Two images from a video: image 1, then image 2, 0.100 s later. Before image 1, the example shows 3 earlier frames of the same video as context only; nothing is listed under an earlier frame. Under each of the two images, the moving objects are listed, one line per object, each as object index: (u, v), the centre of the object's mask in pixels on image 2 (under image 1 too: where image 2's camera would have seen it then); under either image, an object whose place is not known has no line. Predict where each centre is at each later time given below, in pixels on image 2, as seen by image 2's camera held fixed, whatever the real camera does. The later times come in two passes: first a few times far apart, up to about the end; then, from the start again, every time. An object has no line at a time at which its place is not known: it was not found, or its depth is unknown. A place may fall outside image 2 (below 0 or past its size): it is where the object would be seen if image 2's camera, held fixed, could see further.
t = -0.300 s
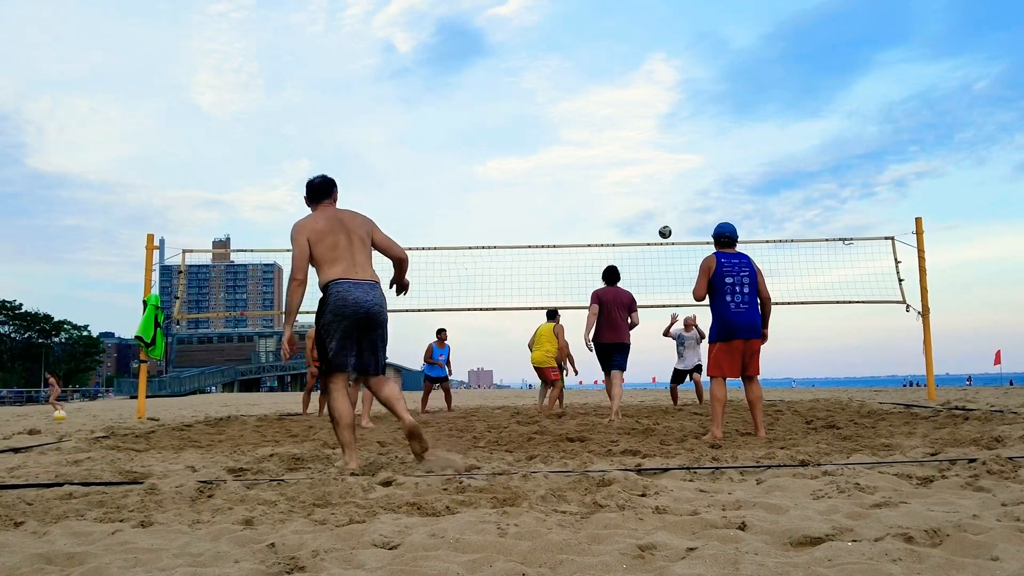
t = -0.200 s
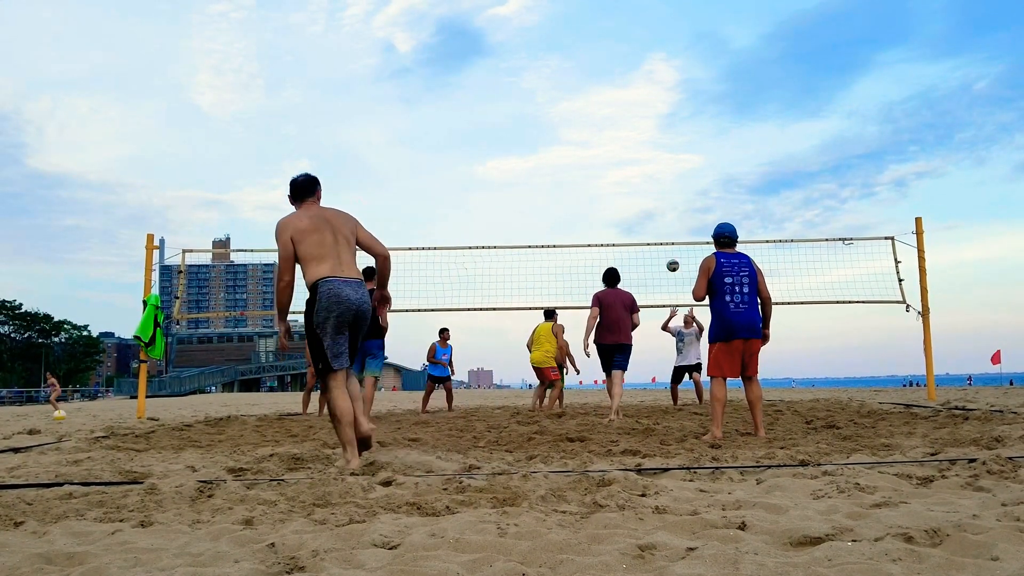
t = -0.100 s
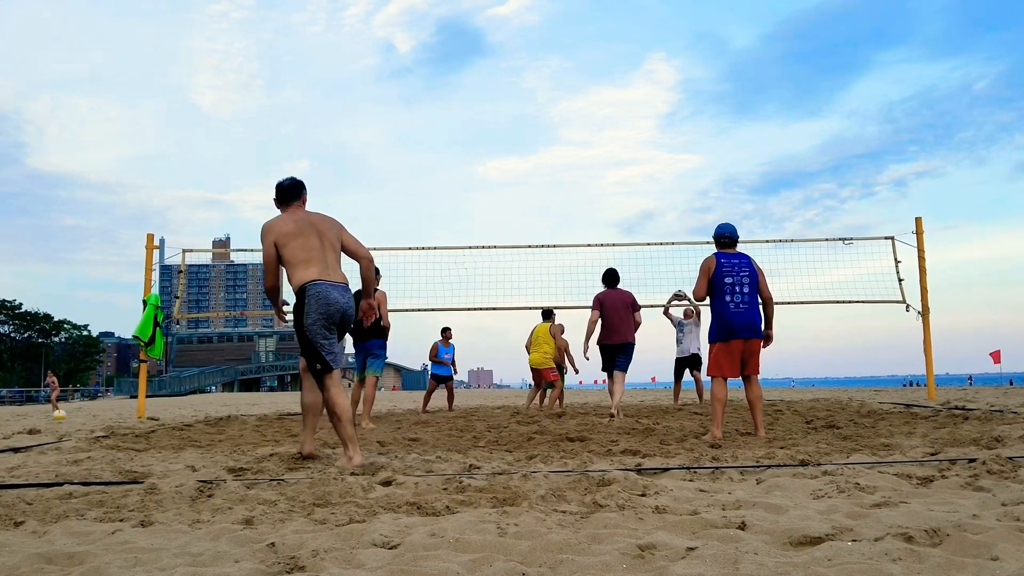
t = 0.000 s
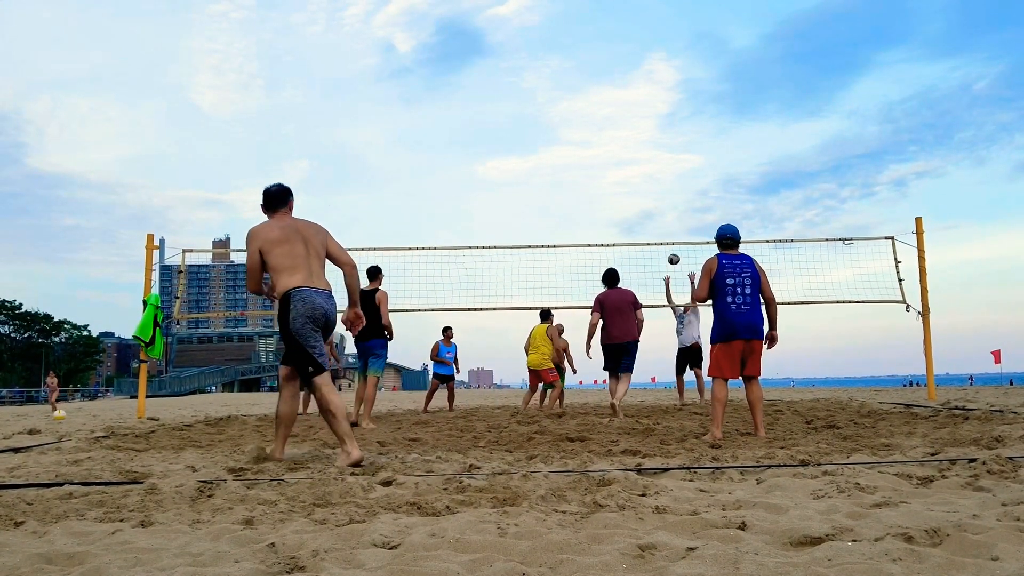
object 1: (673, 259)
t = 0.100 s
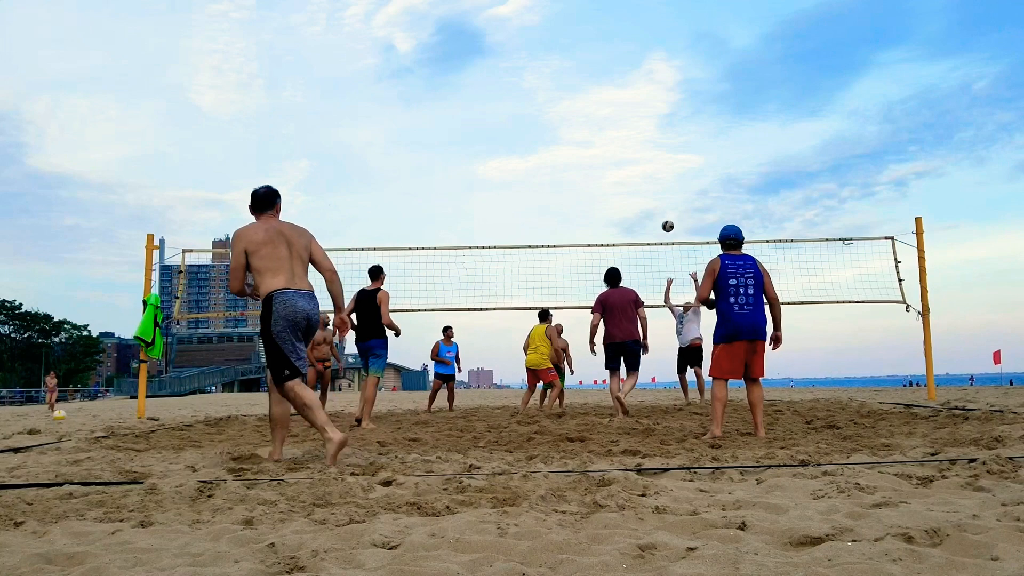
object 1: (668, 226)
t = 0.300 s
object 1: (656, 175)
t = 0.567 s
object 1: (641, 139)
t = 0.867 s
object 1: (624, 144)
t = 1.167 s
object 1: (604, 203)
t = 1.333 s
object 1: (592, 261)
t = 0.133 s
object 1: (666, 216)
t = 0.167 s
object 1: (664, 207)
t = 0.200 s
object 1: (662, 198)
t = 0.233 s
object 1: (660, 190)
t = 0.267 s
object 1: (658, 182)
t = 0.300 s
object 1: (656, 175)
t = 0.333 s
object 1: (655, 168)
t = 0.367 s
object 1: (653, 162)
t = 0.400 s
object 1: (651, 157)
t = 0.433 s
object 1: (649, 152)
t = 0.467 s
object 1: (647, 148)
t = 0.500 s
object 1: (645, 144)
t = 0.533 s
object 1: (643, 141)
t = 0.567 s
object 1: (641, 139)
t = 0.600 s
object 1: (639, 137)
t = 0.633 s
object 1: (638, 135)
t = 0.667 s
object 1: (635, 135)
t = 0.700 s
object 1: (634, 135)
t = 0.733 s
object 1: (631, 135)
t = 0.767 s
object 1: (630, 137)
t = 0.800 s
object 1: (628, 139)
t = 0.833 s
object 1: (626, 141)
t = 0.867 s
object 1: (624, 144)
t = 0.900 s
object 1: (621, 148)
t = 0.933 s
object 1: (619, 153)
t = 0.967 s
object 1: (617, 158)
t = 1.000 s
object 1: (615, 163)
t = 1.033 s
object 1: (613, 170)
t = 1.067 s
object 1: (611, 177)
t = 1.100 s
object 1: (608, 185)
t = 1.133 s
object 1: (606, 194)
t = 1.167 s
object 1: (604, 203)
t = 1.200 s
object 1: (602, 213)
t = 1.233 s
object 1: (599, 224)
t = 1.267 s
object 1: (597, 235)
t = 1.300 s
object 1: (595, 247)
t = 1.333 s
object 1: (592, 261)
